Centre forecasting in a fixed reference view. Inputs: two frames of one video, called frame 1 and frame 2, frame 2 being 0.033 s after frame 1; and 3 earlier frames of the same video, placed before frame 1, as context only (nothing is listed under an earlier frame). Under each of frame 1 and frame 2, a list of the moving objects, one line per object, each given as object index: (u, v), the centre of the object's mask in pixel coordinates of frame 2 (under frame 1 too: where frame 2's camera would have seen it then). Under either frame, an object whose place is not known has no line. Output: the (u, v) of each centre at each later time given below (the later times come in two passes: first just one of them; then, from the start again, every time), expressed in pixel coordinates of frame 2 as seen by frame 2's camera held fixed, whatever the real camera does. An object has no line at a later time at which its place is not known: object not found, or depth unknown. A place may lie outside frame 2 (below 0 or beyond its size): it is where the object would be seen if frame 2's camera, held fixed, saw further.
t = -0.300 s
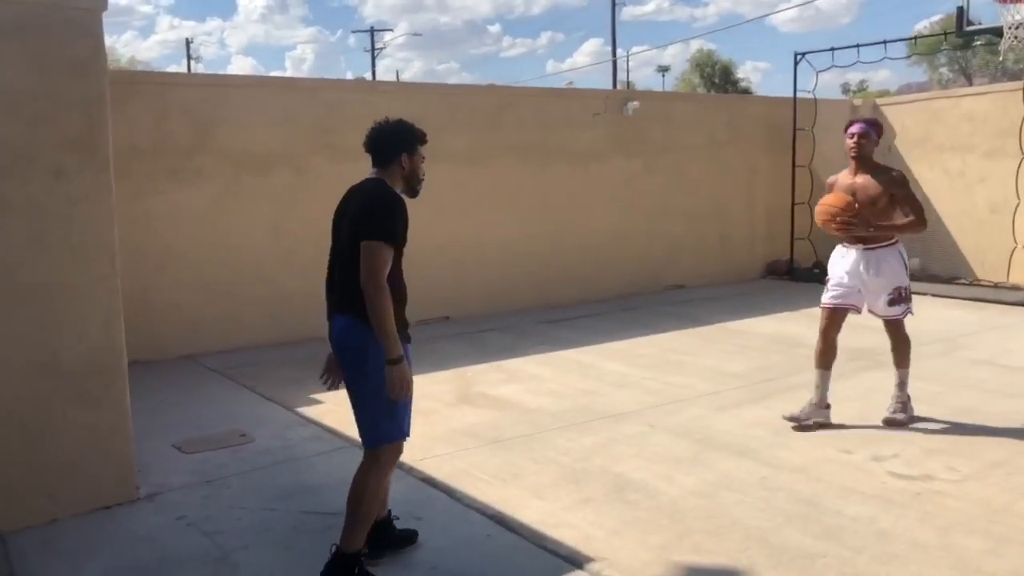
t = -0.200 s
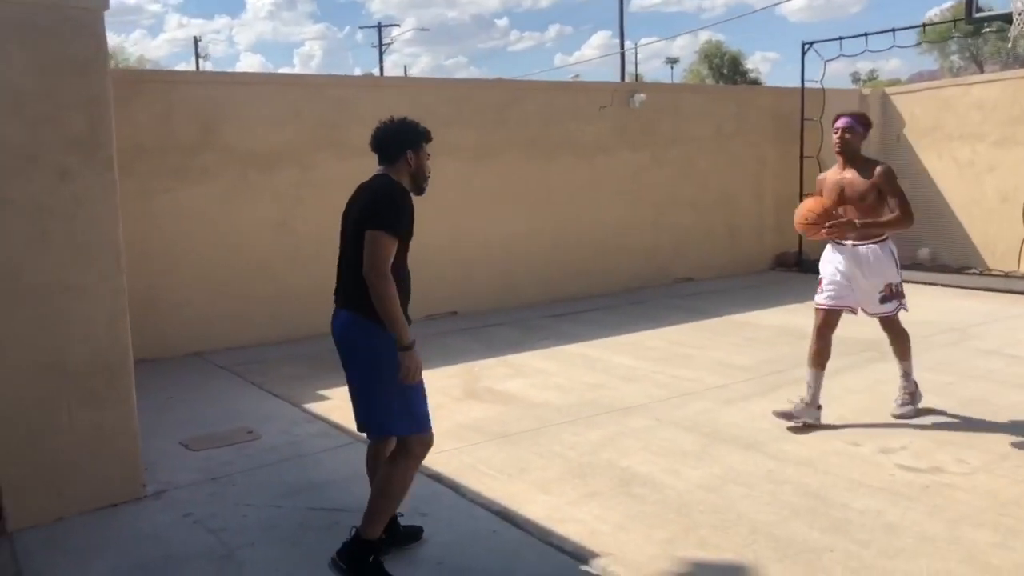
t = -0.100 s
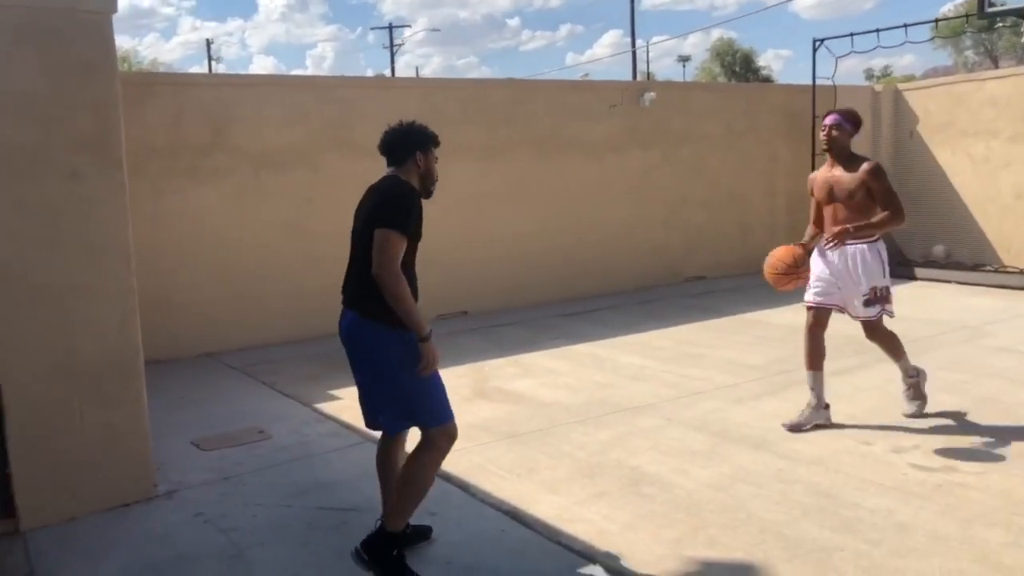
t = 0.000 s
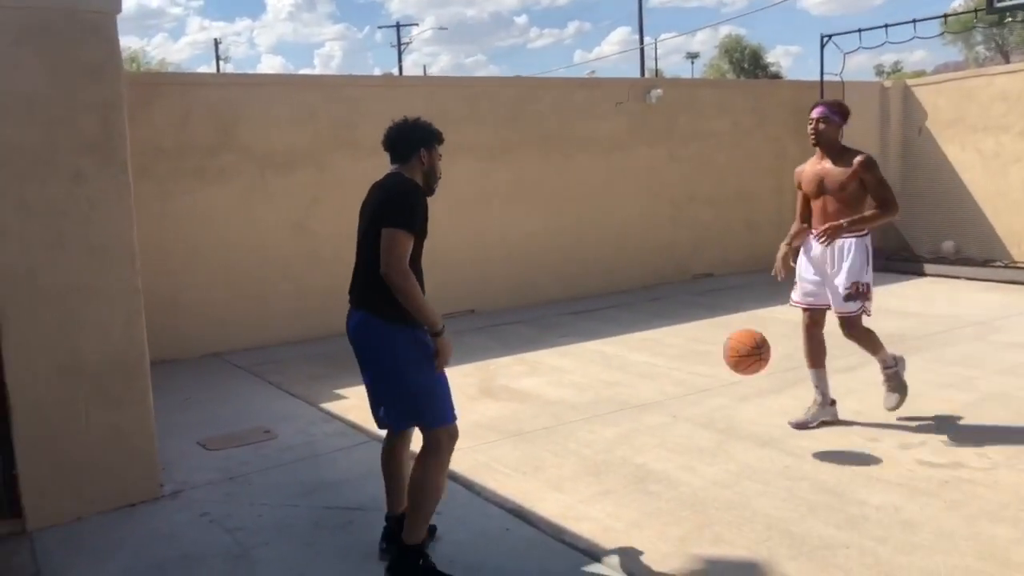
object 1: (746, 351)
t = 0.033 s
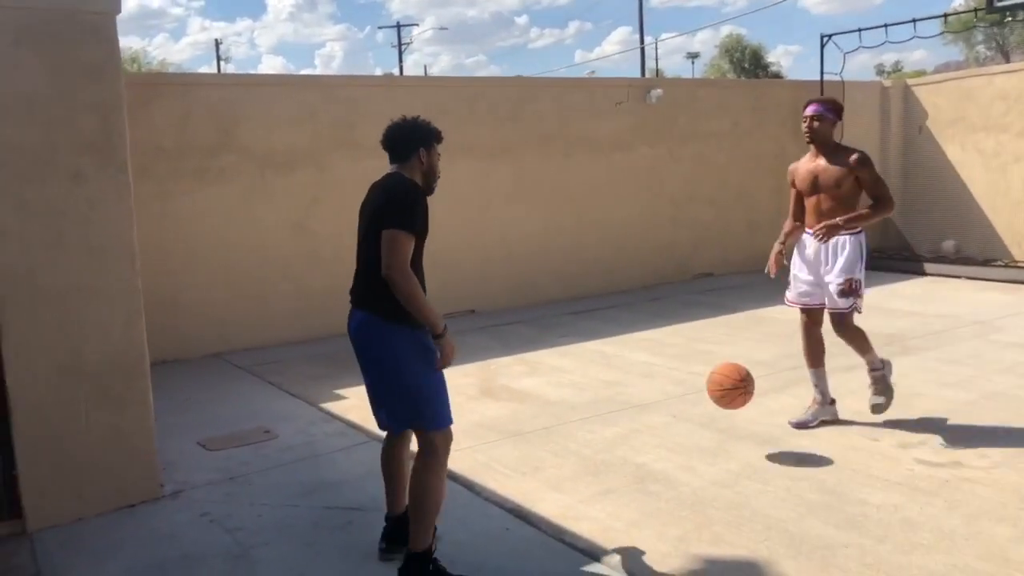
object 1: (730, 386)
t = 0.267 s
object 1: (652, 326)
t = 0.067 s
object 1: (714, 423)
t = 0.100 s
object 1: (702, 431)
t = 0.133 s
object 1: (692, 407)
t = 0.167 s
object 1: (682, 384)
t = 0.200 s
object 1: (673, 363)
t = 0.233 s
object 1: (662, 343)
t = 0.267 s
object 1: (652, 326)
